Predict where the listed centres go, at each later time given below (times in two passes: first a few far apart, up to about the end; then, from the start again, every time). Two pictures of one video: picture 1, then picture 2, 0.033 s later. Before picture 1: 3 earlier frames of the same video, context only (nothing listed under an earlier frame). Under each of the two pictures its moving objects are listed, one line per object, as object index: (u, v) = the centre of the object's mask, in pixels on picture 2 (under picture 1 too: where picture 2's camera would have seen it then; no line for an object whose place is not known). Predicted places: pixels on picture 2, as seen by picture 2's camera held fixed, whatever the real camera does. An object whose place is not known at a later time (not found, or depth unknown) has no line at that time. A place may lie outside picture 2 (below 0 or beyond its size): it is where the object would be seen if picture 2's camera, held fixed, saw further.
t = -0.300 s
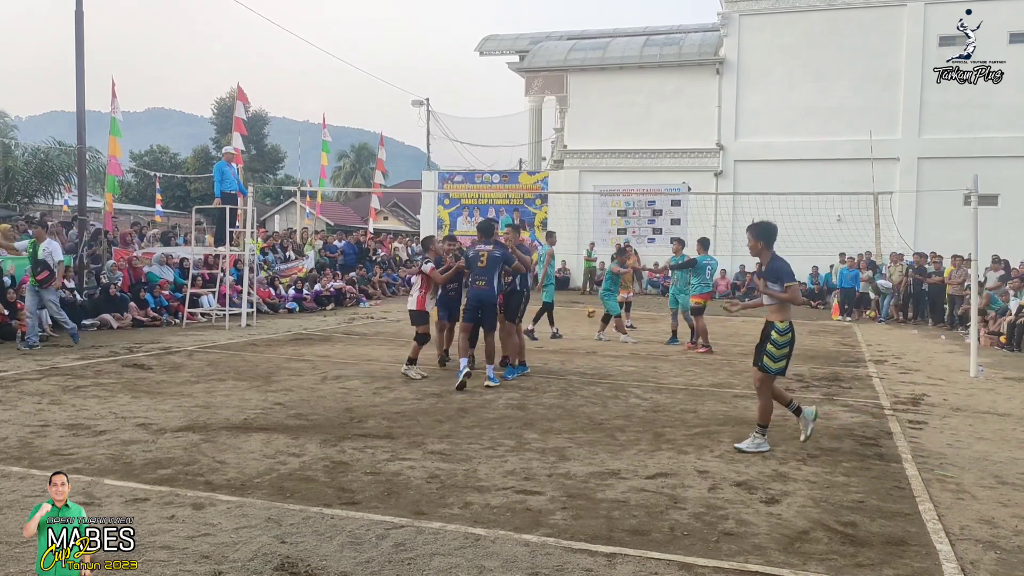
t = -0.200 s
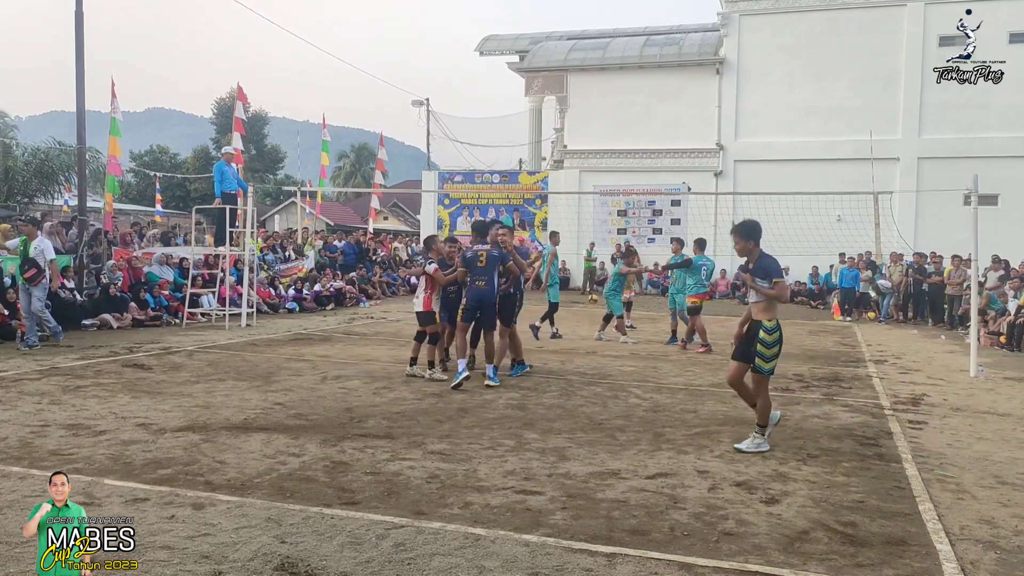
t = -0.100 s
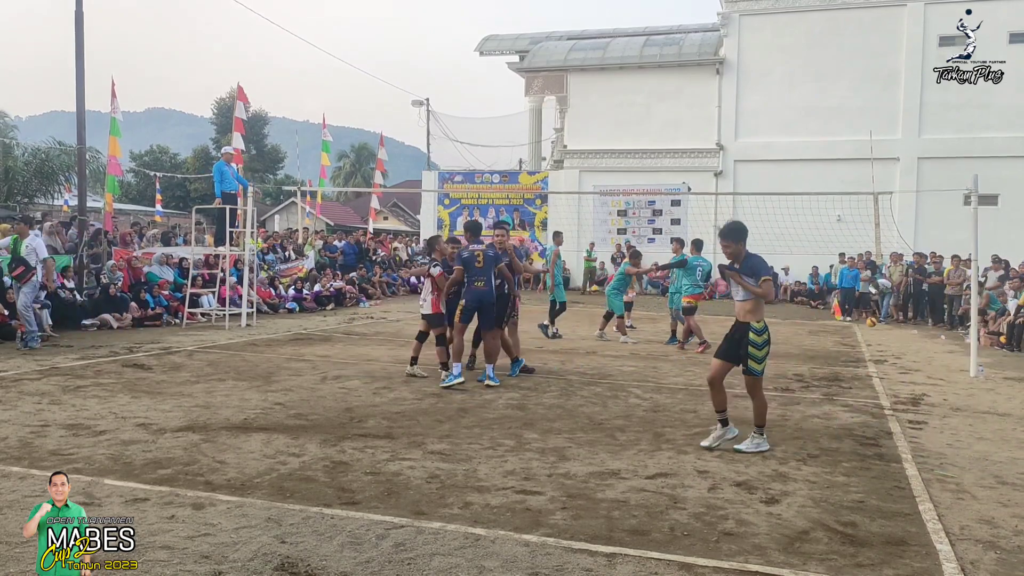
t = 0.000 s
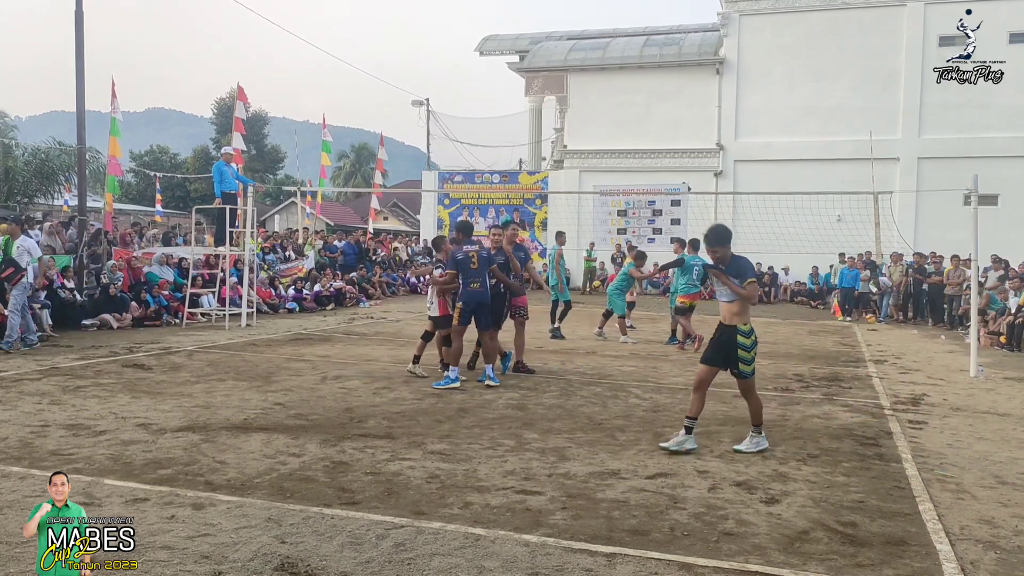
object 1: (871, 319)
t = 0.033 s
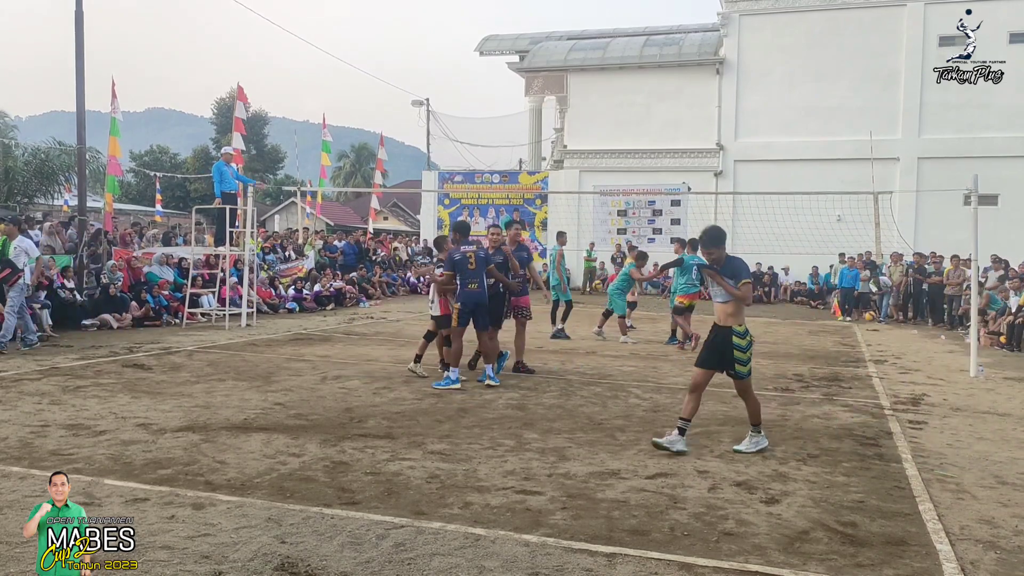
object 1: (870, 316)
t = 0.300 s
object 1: (866, 312)
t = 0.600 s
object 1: (859, 330)
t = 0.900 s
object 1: (849, 329)
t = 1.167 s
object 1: (839, 345)
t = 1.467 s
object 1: (825, 363)
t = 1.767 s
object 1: (806, 376)
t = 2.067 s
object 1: (782, 387)
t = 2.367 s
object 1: (754, 402)
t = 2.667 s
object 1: (718, 430)
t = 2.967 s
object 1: (666, 454)
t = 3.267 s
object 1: (598, 498)
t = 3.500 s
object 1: (525, 546)
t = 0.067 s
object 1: (869, 314)
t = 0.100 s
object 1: (869, 313)
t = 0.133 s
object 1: (868, 311)
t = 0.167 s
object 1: (868, 311)
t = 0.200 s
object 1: (867, 310)
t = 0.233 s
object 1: (867, 310)
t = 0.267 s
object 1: (866, 311)
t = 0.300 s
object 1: (866, 312)
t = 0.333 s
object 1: (865, 314)
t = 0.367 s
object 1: (864, 316)
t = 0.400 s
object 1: (864, 320)
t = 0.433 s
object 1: (863, 324)
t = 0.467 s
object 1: (862, 329)
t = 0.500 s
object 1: (861, 335)
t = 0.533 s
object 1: (861, 337)
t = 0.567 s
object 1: (859, 333)
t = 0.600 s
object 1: (859, 330)
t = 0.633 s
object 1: (858, 327)
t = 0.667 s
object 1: (857, 325)
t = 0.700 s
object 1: (857, 324)
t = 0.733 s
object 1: (855, 323)
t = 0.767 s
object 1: (855, 323)
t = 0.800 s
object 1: (853, 323)
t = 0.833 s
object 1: (852, 325)
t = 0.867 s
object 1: (851, 327)
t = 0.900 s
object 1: (849, 329)
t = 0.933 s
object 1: (849, 334)
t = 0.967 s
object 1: (847, 338)
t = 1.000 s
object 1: (846, 343)
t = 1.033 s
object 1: (844, 349)
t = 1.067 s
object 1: (844, 351)
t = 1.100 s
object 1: (842, 348)
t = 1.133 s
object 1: (841, 346)
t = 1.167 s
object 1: (839, 345)
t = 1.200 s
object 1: (838, 344)
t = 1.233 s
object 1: (837, 344)
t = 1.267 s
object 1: (835, 345)
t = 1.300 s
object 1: (834, 347)
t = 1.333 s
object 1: (832, 349)
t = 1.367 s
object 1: (831, 353)
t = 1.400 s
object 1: (829, 357)
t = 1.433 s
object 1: (827, 362)
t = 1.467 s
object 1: (825, 363)
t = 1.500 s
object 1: (823, 361)
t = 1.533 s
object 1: (821, 361)
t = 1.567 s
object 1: (819, 361)
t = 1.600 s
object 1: (817, 362)
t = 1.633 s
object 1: (815, 364)
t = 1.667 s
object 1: (813, 366)
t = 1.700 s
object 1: (811, 370)
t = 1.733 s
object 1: (808, 375)
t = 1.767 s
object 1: (806, 376)
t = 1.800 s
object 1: (803, 374)
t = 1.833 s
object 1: (801, 374)
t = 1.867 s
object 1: (799, 375)
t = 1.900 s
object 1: (796, 376)
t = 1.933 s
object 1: (793, 378)
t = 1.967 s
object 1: (791, 382)
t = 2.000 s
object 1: (788, 387)
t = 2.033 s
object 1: (785, 388)
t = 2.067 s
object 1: (782, 387)
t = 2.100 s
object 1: (780, 386)
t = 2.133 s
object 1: (777, 386)
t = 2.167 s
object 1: (773, 387)
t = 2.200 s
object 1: (770, 389)
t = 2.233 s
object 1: (768, 393)
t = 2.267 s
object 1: (764, 398)
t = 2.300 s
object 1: (761, 405)
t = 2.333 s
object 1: (757, 403)
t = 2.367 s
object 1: (754, 402)
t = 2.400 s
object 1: (750, 401)
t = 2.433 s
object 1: (747, 401)
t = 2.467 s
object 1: (743, 403)
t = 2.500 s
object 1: (739, 406)
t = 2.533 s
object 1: (736, 410)
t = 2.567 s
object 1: (731, 417)
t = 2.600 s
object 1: (727, 424)
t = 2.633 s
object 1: (722, 431)
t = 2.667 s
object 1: (718, 430)
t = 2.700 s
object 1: (713, 430)
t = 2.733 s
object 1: (708, 431)
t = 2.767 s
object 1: (702, 434)
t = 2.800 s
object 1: (697, 438)
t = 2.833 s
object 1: (691, 445)
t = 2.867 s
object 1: (685, 451)
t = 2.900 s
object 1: (679, 451)
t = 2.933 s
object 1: (673, 451)
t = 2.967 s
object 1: (666, 454)
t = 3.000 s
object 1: (660, 457)
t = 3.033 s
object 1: (653, 463)
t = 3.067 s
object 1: (646, 471)
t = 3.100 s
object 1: (638, 480)
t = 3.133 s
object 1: (631, 480)
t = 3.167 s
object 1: (623, 482)
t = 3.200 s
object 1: (615, 485)
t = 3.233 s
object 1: (607, 490)
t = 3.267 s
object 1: (598, 498)
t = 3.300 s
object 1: (588, 508)
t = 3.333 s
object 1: (579, 508)
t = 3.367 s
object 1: (569, 510)
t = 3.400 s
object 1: (559, 515)
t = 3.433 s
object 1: (548, 523)
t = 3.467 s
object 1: (537, 533)
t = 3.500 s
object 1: (525, 546)
